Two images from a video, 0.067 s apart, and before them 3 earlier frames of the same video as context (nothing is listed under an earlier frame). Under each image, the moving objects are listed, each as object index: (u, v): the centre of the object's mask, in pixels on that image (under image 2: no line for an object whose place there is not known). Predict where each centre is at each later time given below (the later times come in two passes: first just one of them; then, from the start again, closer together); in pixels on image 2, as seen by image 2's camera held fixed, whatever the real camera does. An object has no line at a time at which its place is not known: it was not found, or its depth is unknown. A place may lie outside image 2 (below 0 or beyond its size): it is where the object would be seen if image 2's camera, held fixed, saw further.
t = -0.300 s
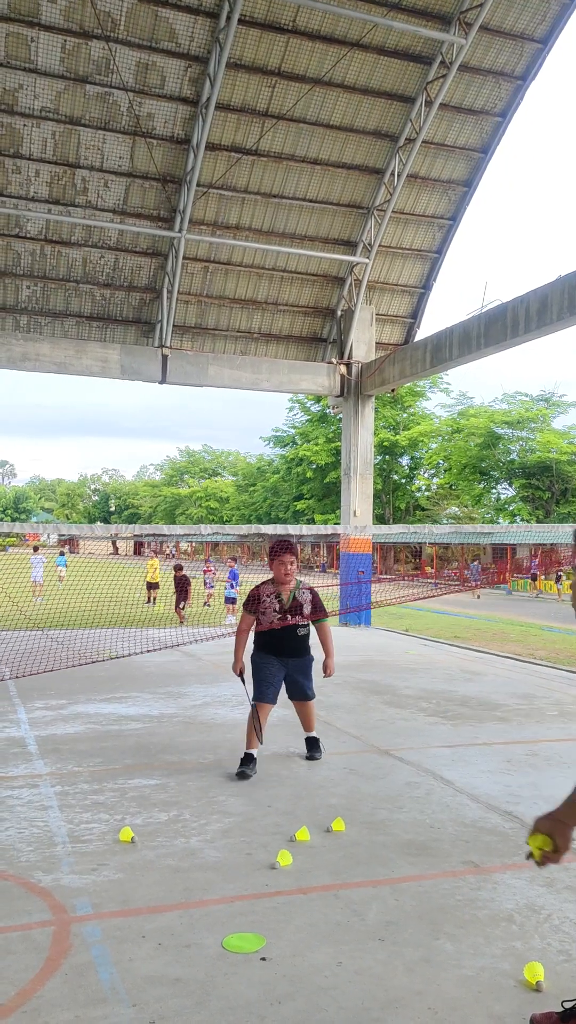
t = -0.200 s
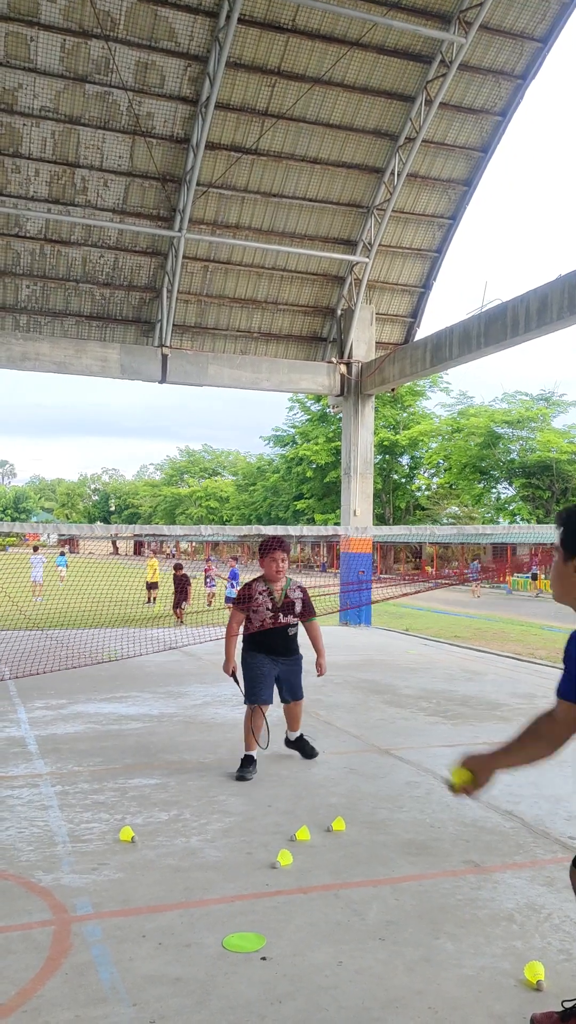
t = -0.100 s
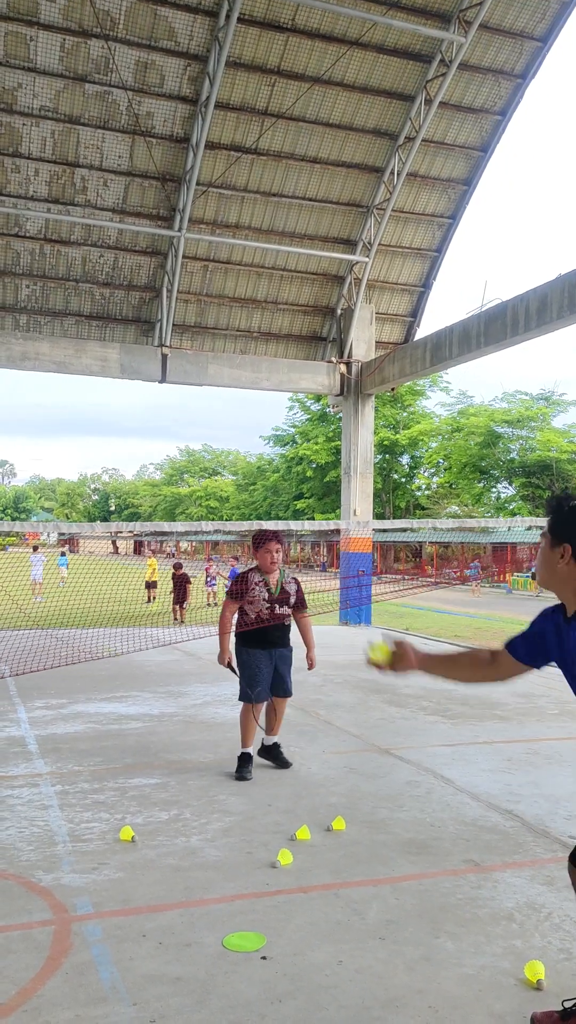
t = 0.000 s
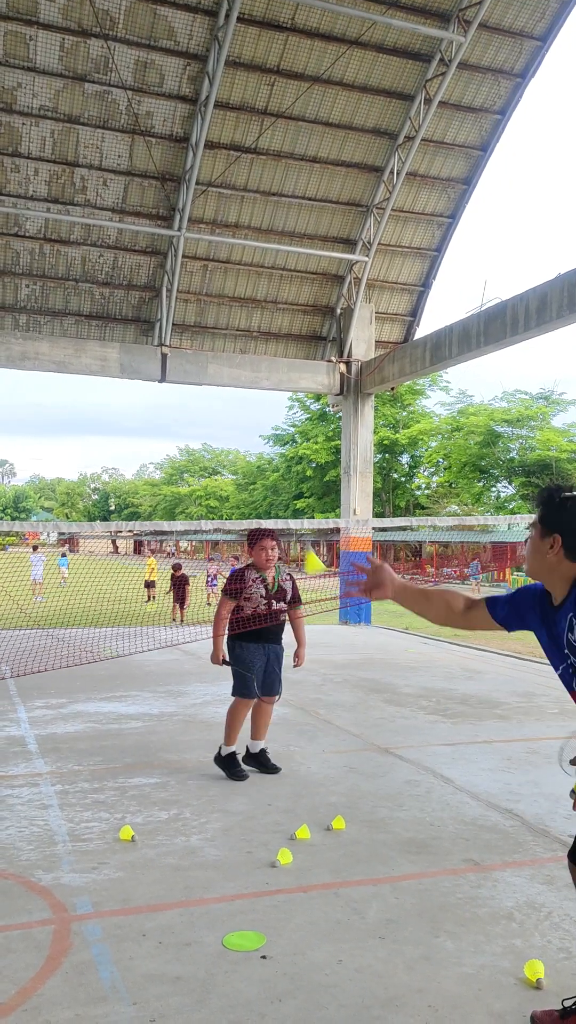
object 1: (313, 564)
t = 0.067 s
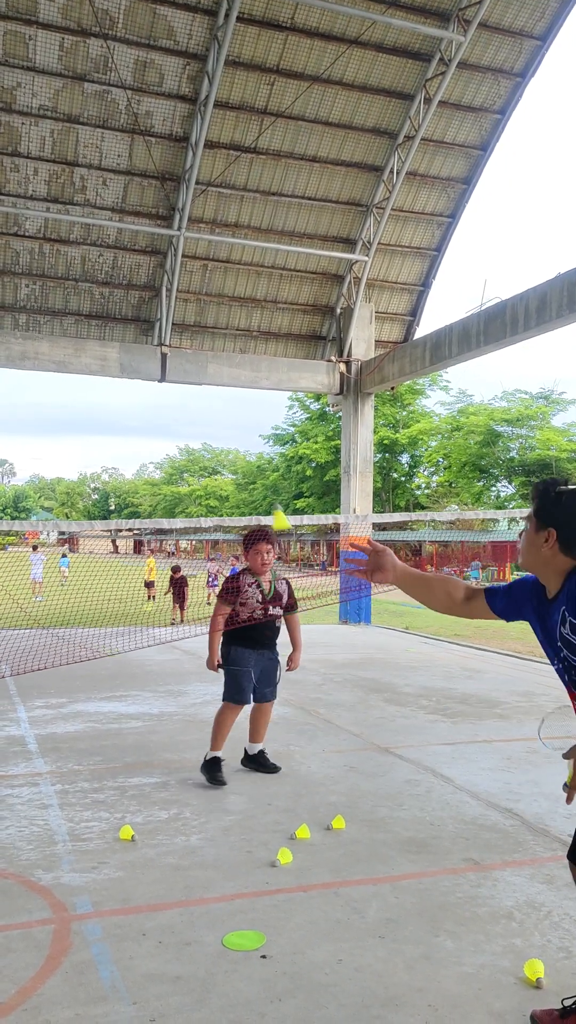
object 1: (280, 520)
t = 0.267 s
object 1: (210, 472)
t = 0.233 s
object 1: (222, 472)
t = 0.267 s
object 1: (210, 472)
